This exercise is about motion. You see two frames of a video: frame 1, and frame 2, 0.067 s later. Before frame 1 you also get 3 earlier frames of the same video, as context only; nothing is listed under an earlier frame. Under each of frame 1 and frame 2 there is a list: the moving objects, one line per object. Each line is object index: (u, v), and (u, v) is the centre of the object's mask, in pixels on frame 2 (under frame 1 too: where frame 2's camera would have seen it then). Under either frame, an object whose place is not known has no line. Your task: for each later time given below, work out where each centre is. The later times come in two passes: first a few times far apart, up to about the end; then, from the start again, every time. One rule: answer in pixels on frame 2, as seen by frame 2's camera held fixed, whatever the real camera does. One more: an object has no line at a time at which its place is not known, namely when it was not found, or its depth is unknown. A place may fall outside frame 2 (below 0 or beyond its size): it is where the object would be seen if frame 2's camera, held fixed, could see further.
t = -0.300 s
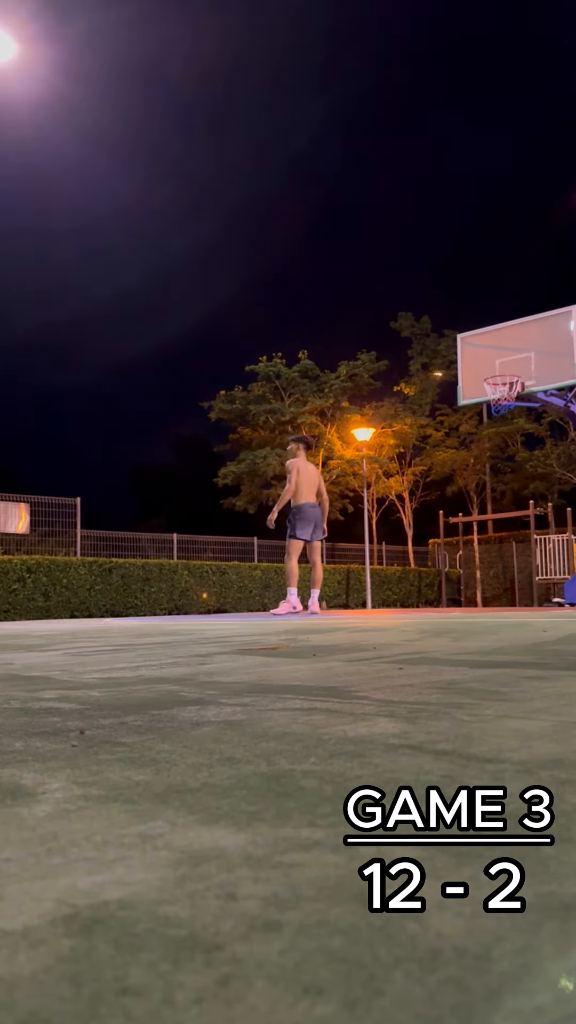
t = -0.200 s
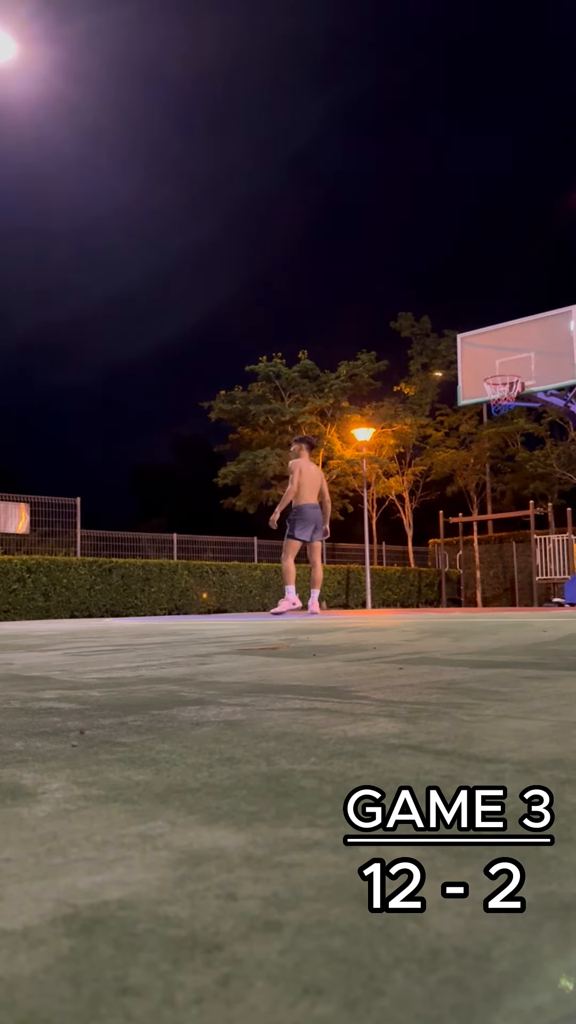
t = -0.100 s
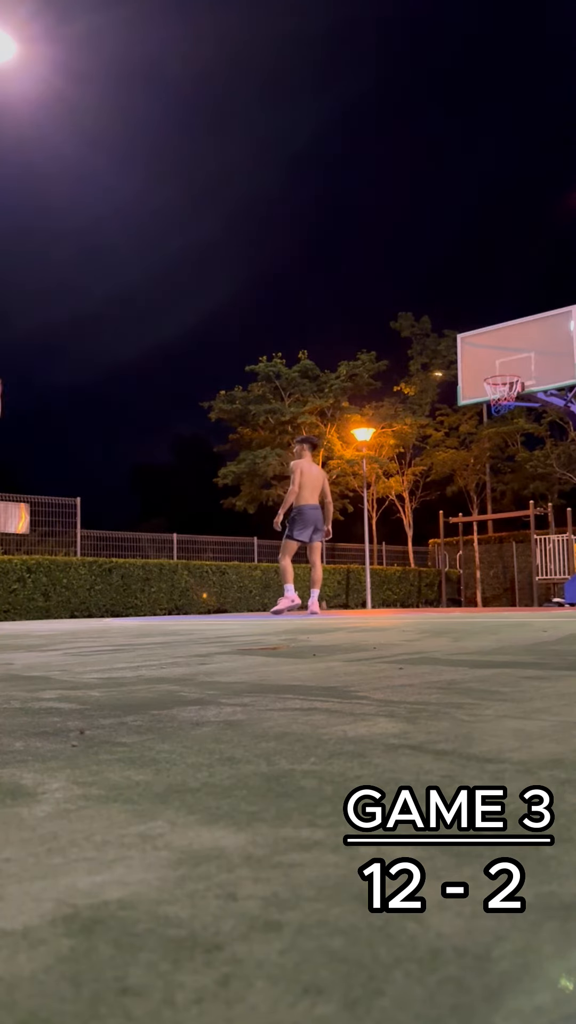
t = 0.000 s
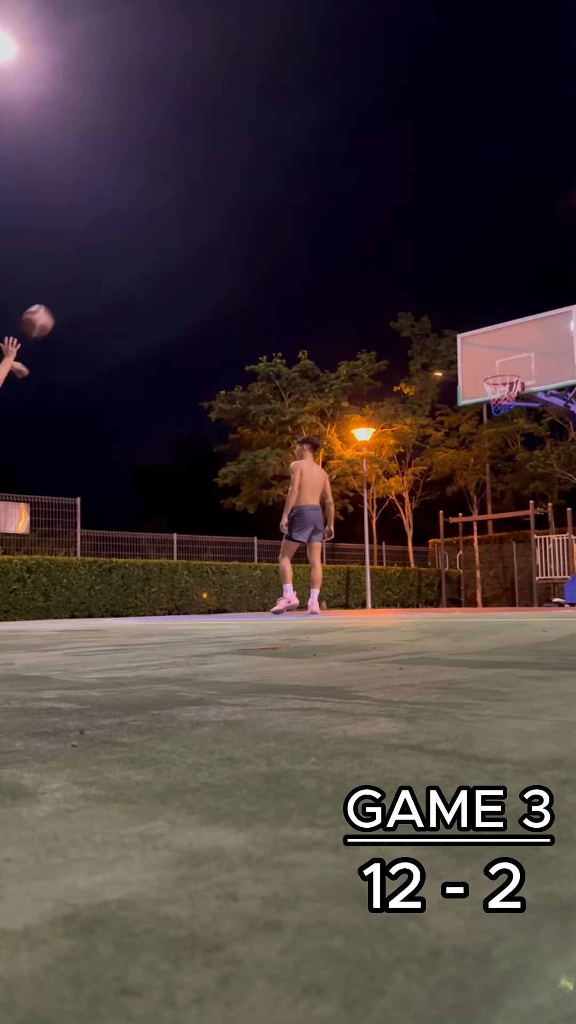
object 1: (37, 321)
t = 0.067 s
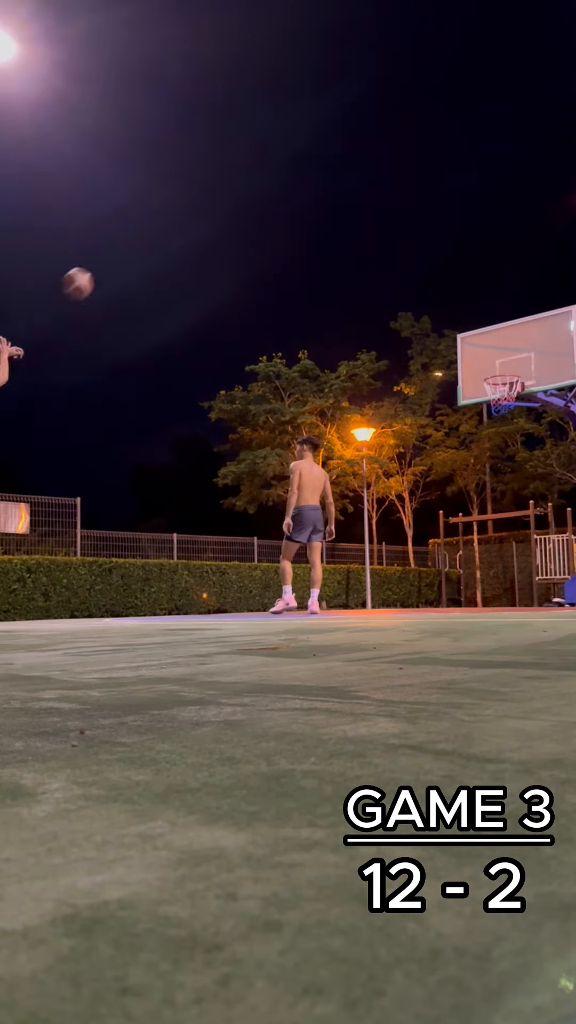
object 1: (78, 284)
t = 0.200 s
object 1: (149, 230)
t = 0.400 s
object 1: (239, 191)
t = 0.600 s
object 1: (313, 191)
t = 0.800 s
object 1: (377, 222)
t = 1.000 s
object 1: (433, 277)
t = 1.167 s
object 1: (473, 338)
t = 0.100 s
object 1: (97, 268)
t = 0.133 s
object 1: (114, 254)
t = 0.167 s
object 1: (132, 241)
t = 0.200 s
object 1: (149, 230)
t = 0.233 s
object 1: (165, 220)
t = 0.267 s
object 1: (181, 211)
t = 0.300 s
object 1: (196, 205)
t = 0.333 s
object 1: (211, 199)
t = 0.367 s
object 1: (225, 194)
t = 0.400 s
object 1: (239, 191)
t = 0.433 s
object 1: (252, 188)
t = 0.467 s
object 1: (265, 187)
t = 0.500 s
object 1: (277, 187)
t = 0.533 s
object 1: (289, 187)
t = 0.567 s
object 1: (301, 189)
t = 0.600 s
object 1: (313, 191)
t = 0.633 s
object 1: (324, 194)
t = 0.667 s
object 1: (335, 198)
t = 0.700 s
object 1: (346, 203)
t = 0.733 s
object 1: (356, 209)
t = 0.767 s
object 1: (366, 215)
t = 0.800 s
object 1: (377, 222)
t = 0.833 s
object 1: (386, 229)
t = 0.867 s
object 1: (396, 238)
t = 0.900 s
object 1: (406, 247)
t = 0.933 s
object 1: (415, 256)
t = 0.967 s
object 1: (423, 266)
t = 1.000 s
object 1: (433, 277)
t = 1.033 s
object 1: (441, 288)
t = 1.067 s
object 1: (449, 300)
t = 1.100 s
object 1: (458, 312)
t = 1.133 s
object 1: (466, 324)
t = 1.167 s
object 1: (473, 338)
